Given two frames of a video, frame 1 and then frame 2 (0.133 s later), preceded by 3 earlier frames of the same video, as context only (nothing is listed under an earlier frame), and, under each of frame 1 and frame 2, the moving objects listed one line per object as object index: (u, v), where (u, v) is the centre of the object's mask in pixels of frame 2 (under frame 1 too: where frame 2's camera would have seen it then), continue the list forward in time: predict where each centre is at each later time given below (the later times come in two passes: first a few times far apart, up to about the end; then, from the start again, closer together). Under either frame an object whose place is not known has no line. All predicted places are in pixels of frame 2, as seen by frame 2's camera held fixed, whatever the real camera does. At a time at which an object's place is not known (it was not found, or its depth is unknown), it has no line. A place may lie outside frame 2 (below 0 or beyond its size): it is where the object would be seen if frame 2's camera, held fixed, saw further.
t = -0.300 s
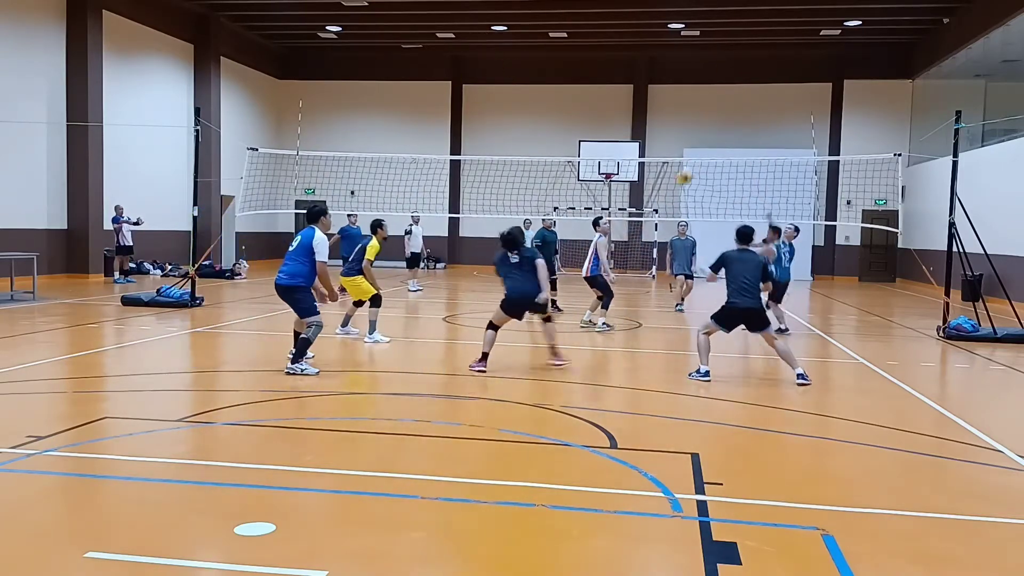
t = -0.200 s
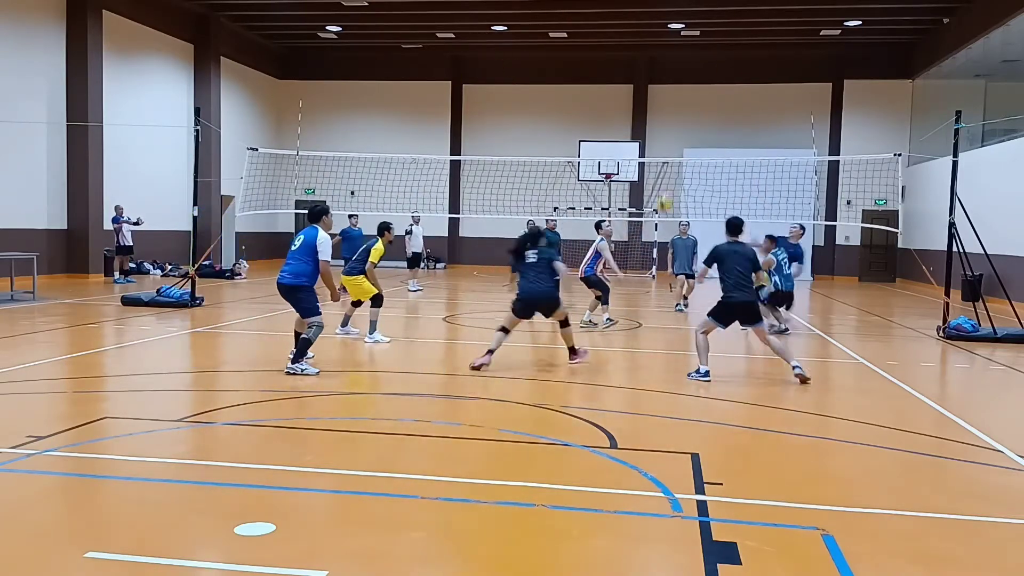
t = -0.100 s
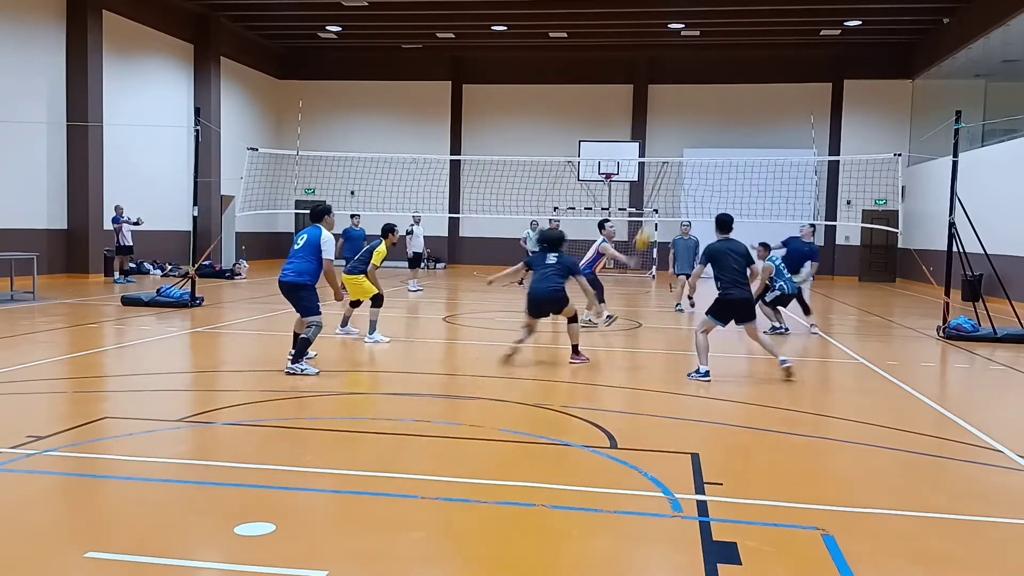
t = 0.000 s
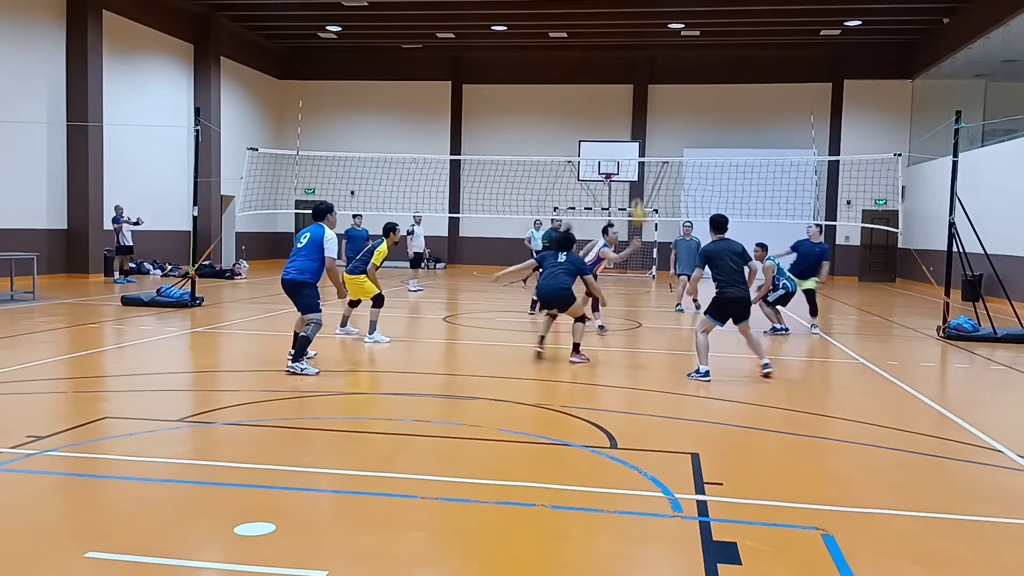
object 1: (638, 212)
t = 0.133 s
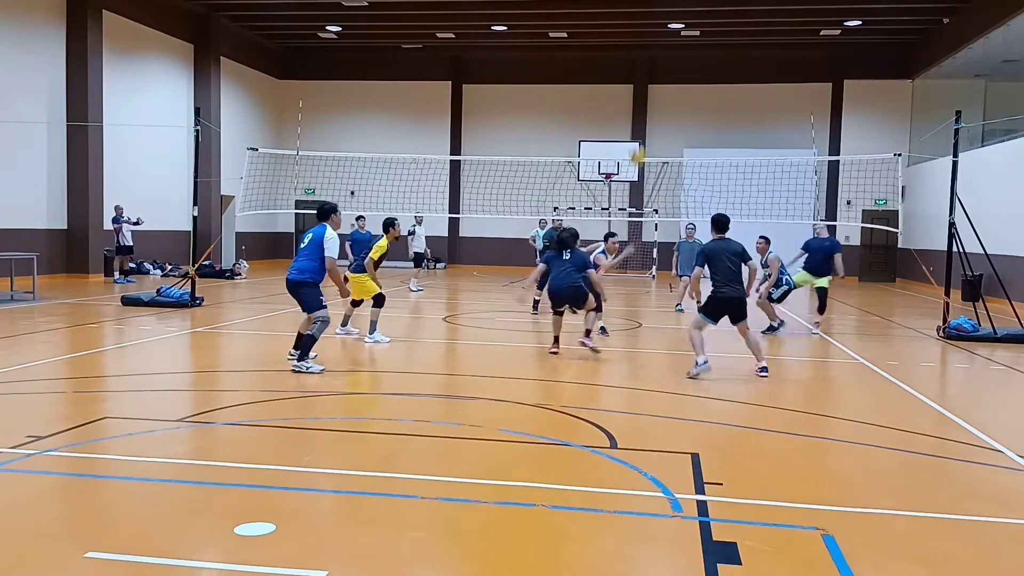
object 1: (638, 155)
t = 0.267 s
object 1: (635, 110)
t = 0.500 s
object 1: (629, 63)
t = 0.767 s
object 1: (620, 64)
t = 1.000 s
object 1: (610, 123)
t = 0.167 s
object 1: (637, 141)
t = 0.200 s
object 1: (636, 131)
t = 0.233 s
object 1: (636, 120)
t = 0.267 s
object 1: (635, 110)
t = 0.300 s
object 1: (634, 102)
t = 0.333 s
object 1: (634, 93)
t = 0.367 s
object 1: (632, 84)
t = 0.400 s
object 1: (632, 78)
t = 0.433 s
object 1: (631, 73)
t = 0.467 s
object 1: (630, 67)
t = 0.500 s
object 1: (629, 63)
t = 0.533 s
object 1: (628, 60)
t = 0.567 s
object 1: (627, 57)
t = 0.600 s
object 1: (626, 56)
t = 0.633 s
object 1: (625, 56)
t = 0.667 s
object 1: (624, 56)
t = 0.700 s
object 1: (623, 58)
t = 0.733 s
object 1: (622, 60)
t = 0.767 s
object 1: (620, 64)
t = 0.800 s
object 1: (619, 70)
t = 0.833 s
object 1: (618, 74)
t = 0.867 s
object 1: (616, 81)
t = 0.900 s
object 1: (615, 90)
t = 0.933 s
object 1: (613, 101)
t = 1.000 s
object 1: (610, 123)
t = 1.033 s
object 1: (609, 135)
